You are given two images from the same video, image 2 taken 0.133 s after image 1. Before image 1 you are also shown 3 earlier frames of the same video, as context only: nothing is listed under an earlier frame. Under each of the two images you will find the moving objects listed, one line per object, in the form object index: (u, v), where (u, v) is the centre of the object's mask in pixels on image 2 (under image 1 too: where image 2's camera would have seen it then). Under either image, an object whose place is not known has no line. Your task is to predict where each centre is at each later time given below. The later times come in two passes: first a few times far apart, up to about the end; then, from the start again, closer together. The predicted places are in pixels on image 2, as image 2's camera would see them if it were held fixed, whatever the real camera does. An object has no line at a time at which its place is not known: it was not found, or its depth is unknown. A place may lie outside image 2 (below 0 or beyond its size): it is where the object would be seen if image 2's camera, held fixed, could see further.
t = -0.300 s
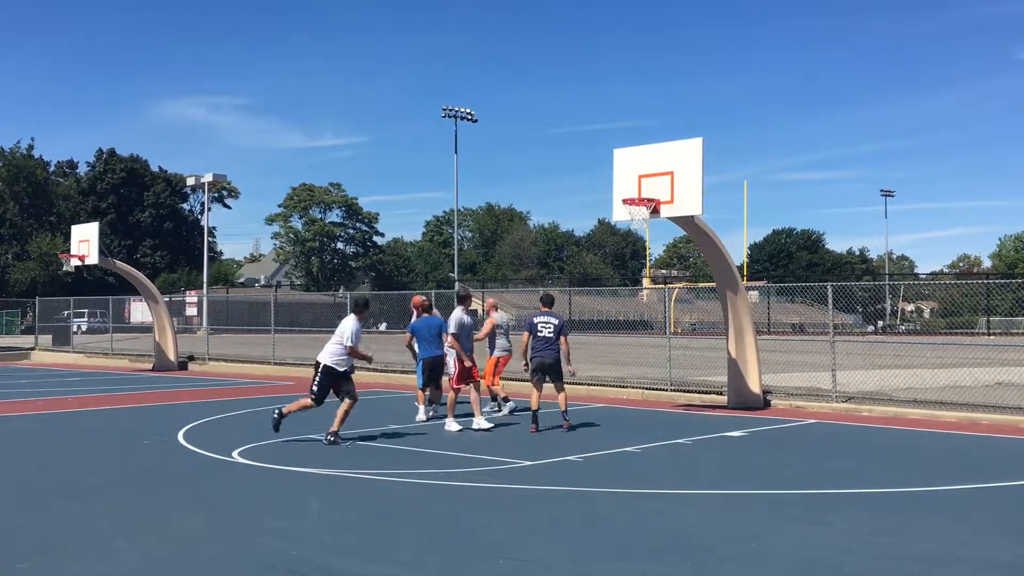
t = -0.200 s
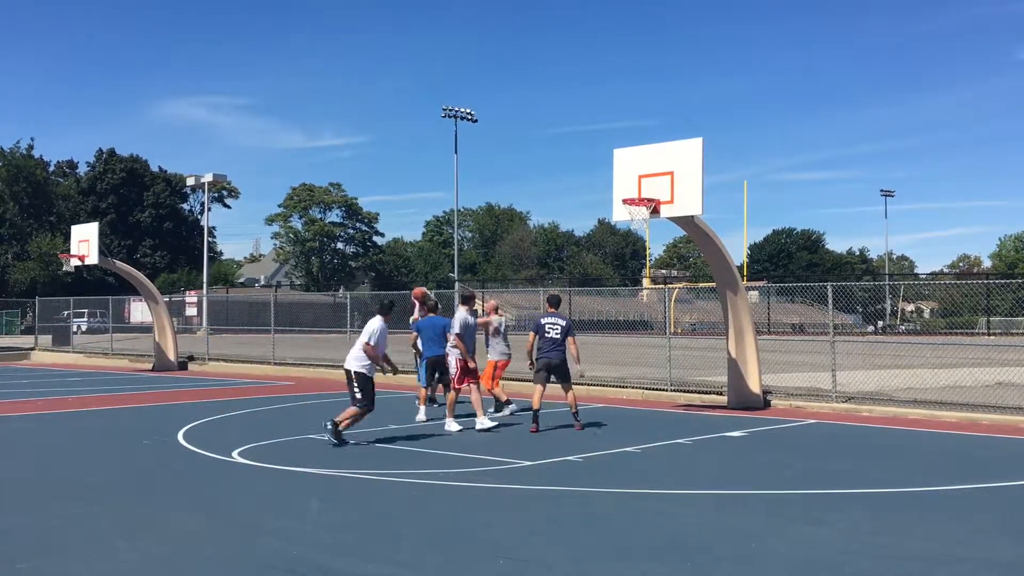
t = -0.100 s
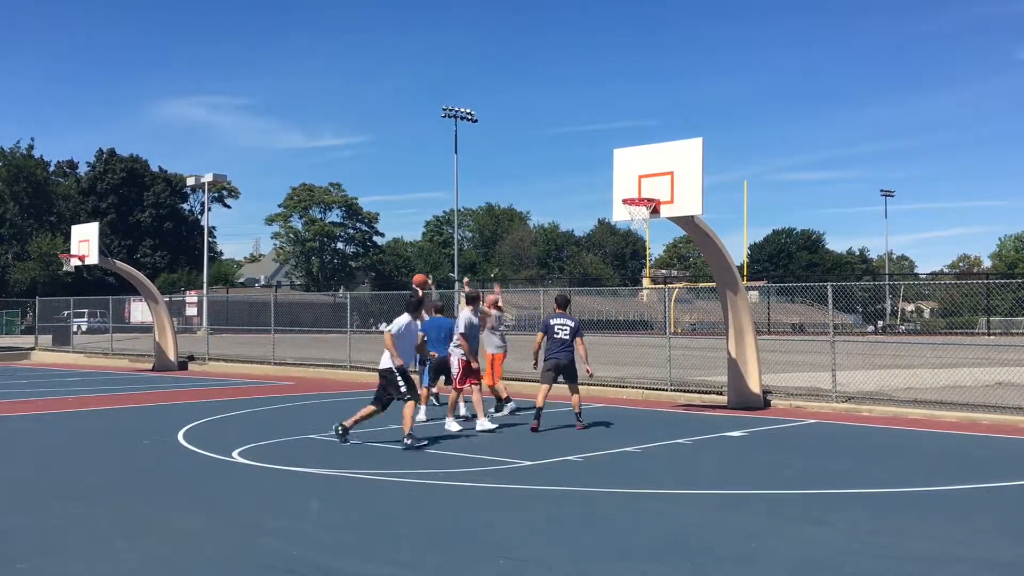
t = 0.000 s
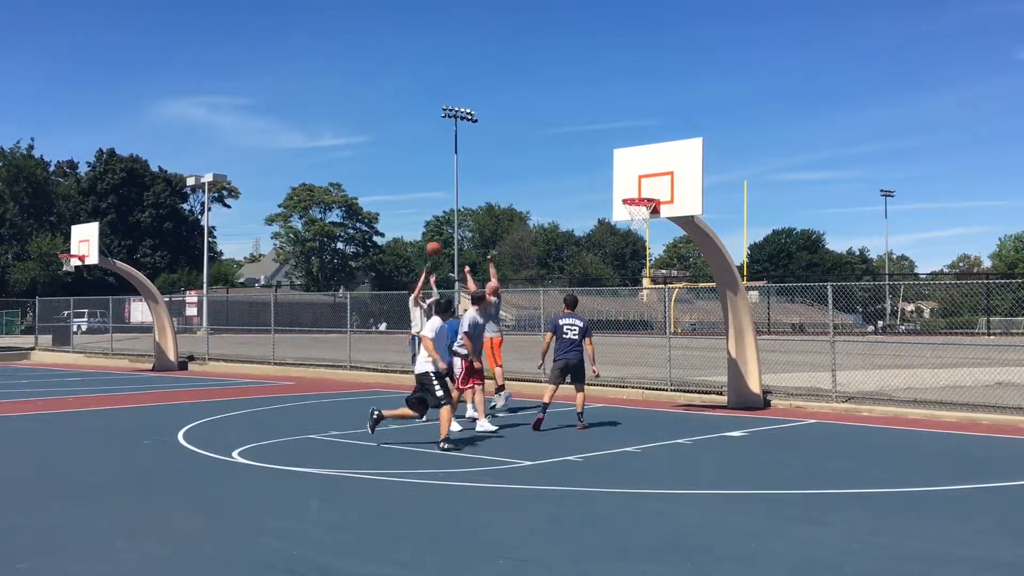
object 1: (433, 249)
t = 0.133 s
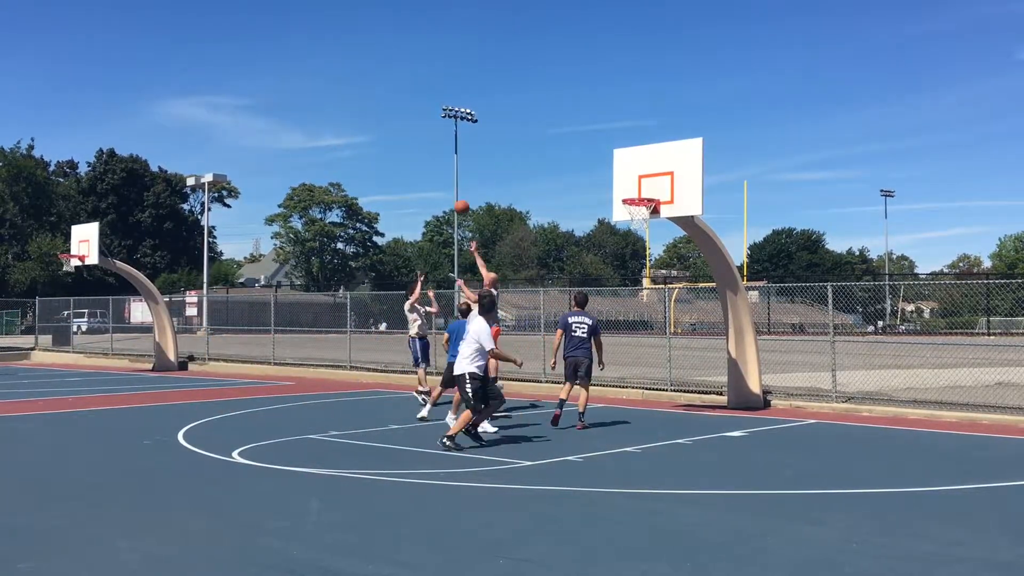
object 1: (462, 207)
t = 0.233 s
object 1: (484, 183)
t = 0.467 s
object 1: (533, 149)
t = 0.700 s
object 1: (584, 150)
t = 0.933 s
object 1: (637, 187)
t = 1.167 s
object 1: (647, 160)
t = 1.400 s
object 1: (649, 154)
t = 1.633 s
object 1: (651, 187)
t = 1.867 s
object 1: (642, 171)
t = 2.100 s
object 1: (630, 182)
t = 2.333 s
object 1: (631, 179)
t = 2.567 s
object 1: (638, 187)
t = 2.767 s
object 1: (644, 220)
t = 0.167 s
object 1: (469, 198)
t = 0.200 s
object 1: (476, 190)
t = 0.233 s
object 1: (484, 183)
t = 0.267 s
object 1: (490, 176)
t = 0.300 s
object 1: (498, 170)
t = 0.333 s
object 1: (504, 164)
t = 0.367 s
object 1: (511, 160)
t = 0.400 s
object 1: (519, 155)
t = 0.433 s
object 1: (526, 152)
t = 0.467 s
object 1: (533, 149)
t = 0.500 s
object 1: (540, 147)
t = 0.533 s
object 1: (548, 145)
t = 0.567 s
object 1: (555, 145)
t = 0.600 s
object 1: (562, 145)
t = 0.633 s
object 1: (570, 146)
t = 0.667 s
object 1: (577, 147)
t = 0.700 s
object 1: (584, 150)
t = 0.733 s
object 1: (592, 153)
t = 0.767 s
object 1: (599, 156)
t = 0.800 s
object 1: (606, 161)
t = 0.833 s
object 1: (614, 166)
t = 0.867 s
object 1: (622, 172)
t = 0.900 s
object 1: (629, 179)
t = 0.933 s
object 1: (637, 187)
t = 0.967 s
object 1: (645, 193)
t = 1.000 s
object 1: (646, 187)
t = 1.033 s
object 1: (646, 180)
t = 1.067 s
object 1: (647, 174)
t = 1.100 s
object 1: (647, 169)
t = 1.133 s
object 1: (647, 164)
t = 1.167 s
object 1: (647, 160)
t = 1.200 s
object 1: (648, 157)
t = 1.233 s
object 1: (648, 155)
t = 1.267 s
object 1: (648, 153)
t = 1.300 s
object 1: (648, 153)
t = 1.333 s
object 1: (649, 153)
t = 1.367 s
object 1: (649, 153)
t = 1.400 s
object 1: (649, 154)
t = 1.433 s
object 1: (650, 157)
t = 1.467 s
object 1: (650, 160)
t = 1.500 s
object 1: (650, 164)
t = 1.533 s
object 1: (651, 168)
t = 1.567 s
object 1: (651, 174)
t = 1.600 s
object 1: (651, 180)
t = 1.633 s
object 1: (651, 187)
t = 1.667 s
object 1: (652, 192)
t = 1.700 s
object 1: (650, 187)
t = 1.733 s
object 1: (648, 182)
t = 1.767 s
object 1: (647, 178)
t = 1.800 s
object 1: (645, 175)
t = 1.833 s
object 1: (643, 172)
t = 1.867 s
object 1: (642, 171)
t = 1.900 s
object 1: (640, 170)
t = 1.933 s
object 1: (638, 170)
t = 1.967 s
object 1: (637, 171)
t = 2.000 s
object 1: (635, 172)
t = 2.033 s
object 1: (633, 175)
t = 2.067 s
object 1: (632, 178)
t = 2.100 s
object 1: (630, 182)
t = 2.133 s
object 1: (628, 186)
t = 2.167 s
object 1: (627, 191)
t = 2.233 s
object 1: (628, 187)
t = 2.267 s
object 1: (629, 183)
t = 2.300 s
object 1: (630, 181)
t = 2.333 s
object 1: (631, 179)
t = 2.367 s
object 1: (632, 178)
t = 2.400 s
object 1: (632, 177)
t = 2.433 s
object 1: (634, 178)
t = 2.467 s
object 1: (635, 179)
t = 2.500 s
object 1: (636, 181)
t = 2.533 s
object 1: (637, 183)
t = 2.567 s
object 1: (638, 187)
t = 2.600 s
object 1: (639, 190)
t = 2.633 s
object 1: (640, 193)
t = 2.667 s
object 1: (641, 202)
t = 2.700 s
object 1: (641, 210)
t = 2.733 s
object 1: (642, 215)
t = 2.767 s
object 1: (644, 220)
